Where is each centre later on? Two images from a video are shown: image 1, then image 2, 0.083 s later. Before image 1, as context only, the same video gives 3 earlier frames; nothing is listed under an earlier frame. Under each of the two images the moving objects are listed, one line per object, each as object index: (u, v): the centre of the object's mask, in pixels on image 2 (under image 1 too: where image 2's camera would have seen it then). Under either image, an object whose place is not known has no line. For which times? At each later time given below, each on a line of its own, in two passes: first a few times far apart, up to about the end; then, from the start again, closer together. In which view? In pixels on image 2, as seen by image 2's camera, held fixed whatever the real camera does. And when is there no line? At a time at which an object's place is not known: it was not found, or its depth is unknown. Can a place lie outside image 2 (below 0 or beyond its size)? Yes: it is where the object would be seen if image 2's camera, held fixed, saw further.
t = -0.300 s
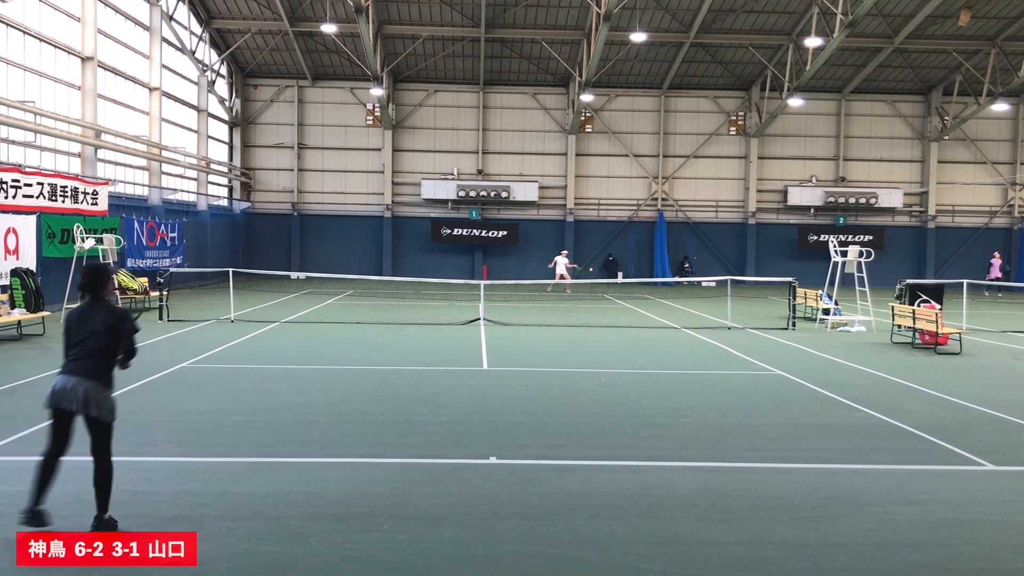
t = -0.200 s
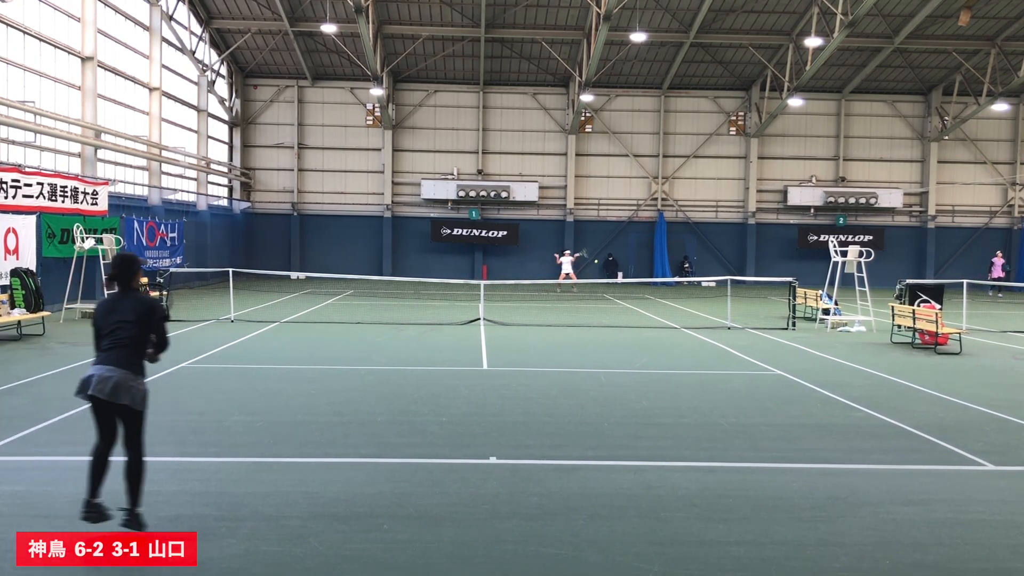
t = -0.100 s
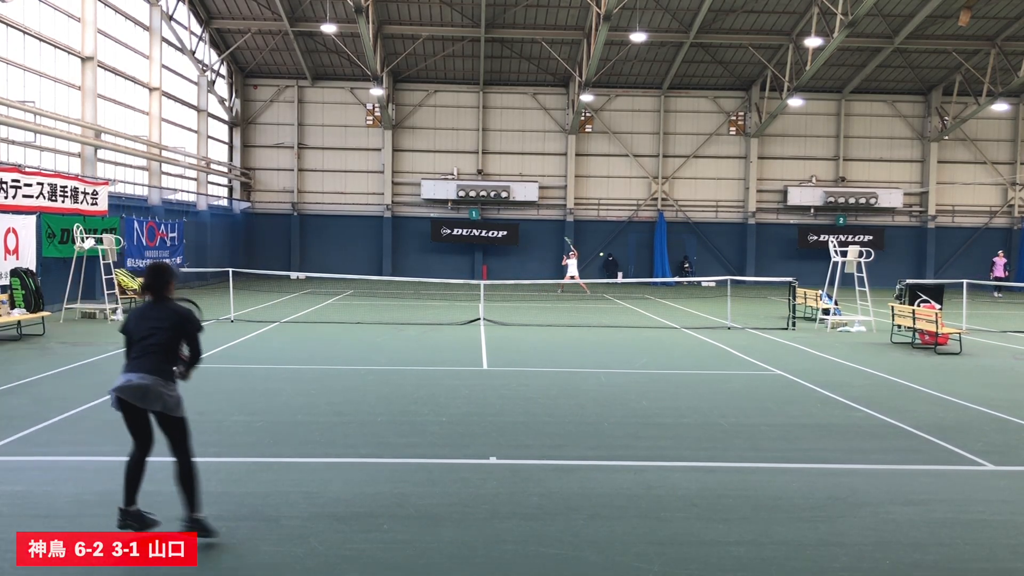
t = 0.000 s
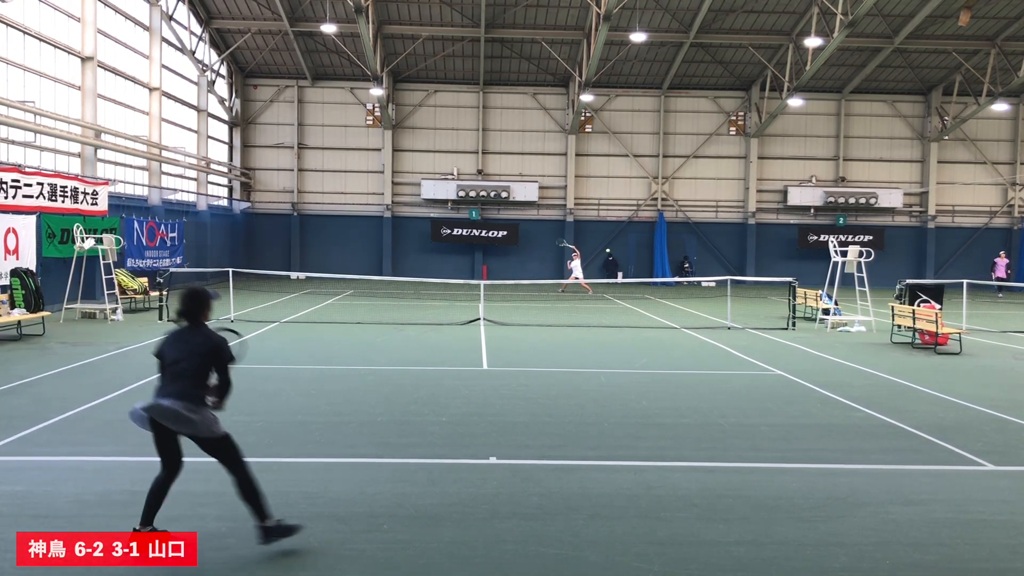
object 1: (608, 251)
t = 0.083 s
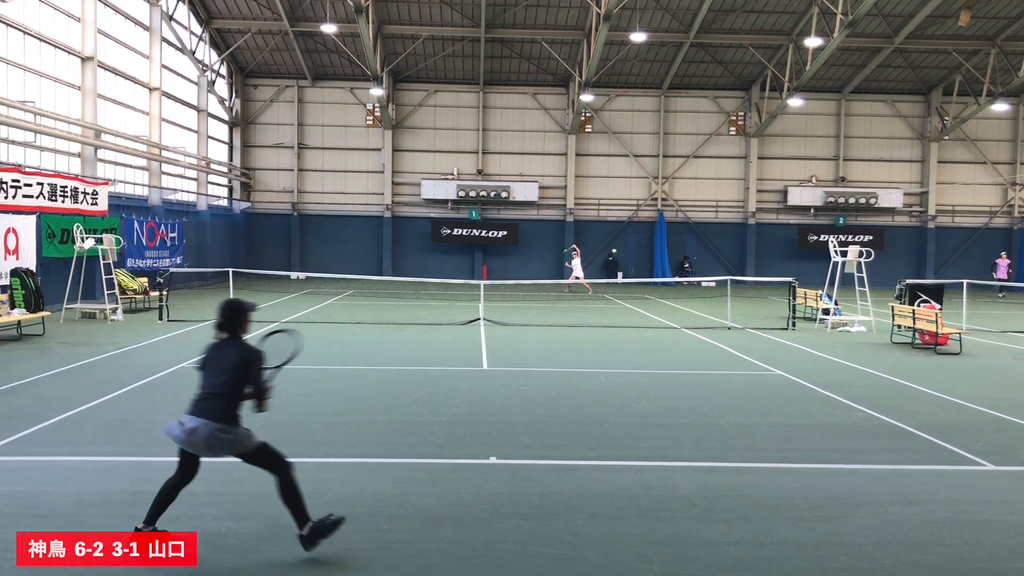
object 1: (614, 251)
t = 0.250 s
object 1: (630, 264)
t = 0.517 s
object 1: (669, 338)
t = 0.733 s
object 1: (708, 357)
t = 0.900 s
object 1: (745, 347)
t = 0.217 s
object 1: (626, 259)
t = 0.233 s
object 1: (628, 261)
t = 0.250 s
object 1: (630, 264)
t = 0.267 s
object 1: (632, 266)
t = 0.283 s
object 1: (633, 269)
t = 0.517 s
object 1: (669, 338)
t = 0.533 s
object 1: (672, 346)
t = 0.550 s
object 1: (675, 355)
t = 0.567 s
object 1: (679, 364)
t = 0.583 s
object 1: (683, 374)
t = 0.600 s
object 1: (687, 382)
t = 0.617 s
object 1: (689, 378)
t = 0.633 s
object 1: (692, 375)
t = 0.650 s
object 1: (695, 371)
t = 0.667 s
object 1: (697, 368)
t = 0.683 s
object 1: (700, 365)
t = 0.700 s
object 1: (702, 363)
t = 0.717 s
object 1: (705, 359)
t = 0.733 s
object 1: (708, 357)
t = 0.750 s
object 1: (712, 354)
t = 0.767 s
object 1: (715, 353)
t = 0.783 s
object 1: (718, 351)
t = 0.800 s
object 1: (721, 349)
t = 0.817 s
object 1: (725, 348)
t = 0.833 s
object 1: (729, 347)
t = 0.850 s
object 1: (733, 346)
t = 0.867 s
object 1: (737, 346)
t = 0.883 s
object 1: (741, 346)
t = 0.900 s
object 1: (745, 347)
